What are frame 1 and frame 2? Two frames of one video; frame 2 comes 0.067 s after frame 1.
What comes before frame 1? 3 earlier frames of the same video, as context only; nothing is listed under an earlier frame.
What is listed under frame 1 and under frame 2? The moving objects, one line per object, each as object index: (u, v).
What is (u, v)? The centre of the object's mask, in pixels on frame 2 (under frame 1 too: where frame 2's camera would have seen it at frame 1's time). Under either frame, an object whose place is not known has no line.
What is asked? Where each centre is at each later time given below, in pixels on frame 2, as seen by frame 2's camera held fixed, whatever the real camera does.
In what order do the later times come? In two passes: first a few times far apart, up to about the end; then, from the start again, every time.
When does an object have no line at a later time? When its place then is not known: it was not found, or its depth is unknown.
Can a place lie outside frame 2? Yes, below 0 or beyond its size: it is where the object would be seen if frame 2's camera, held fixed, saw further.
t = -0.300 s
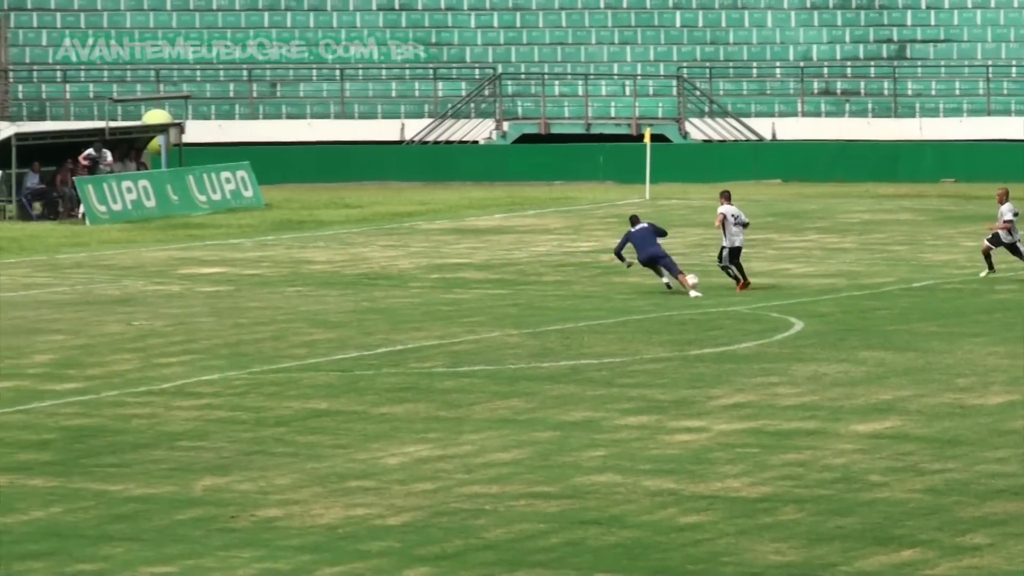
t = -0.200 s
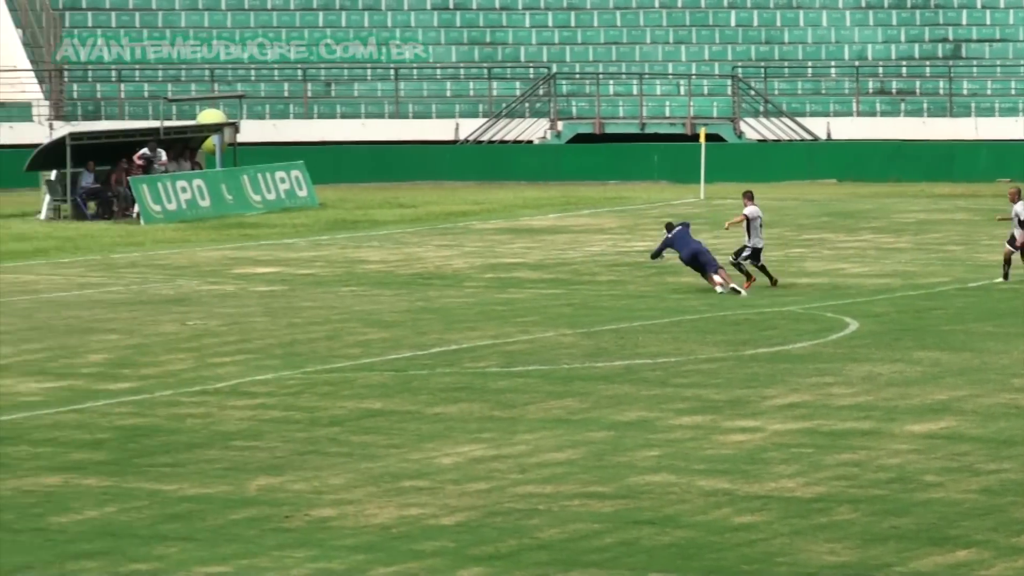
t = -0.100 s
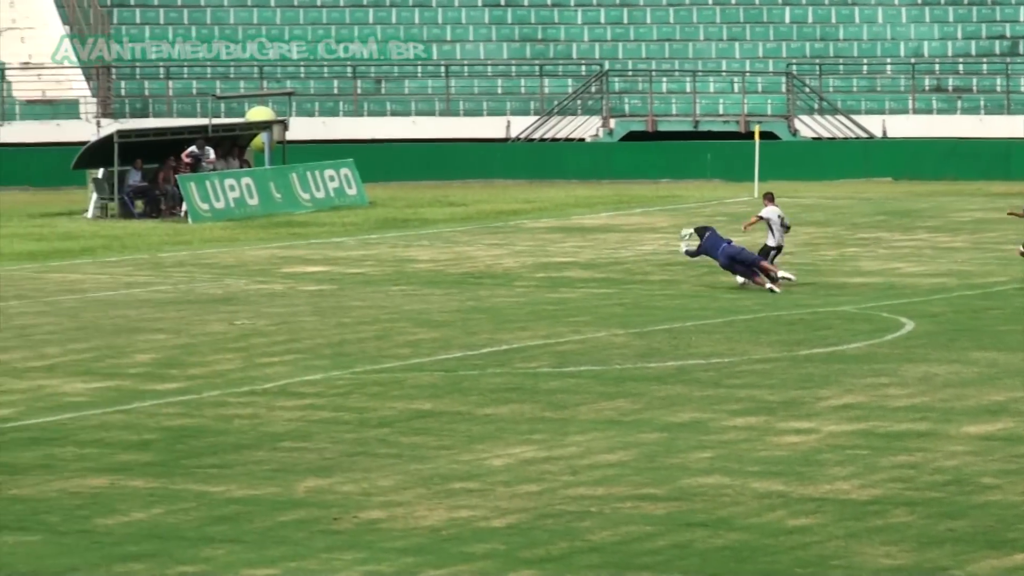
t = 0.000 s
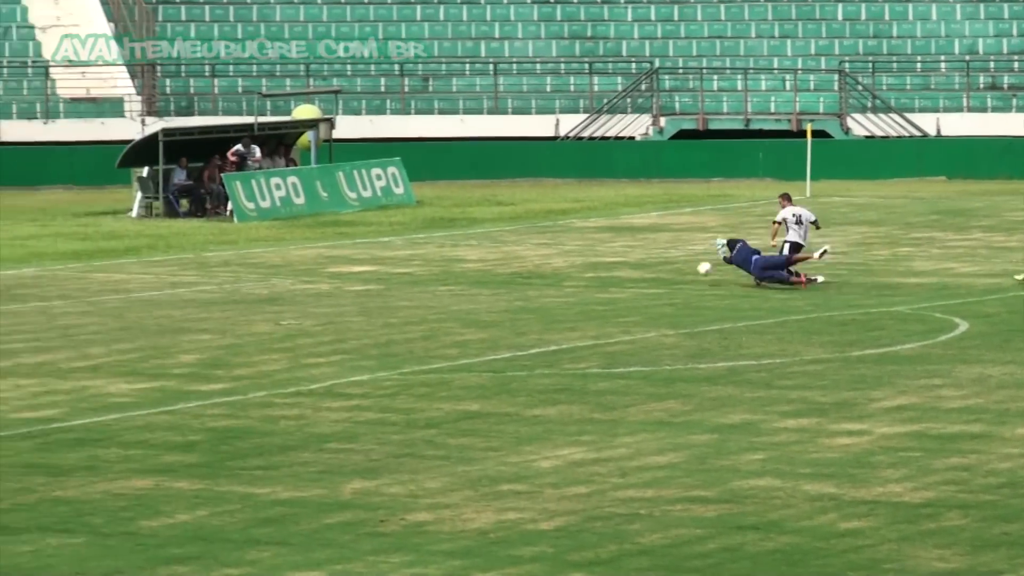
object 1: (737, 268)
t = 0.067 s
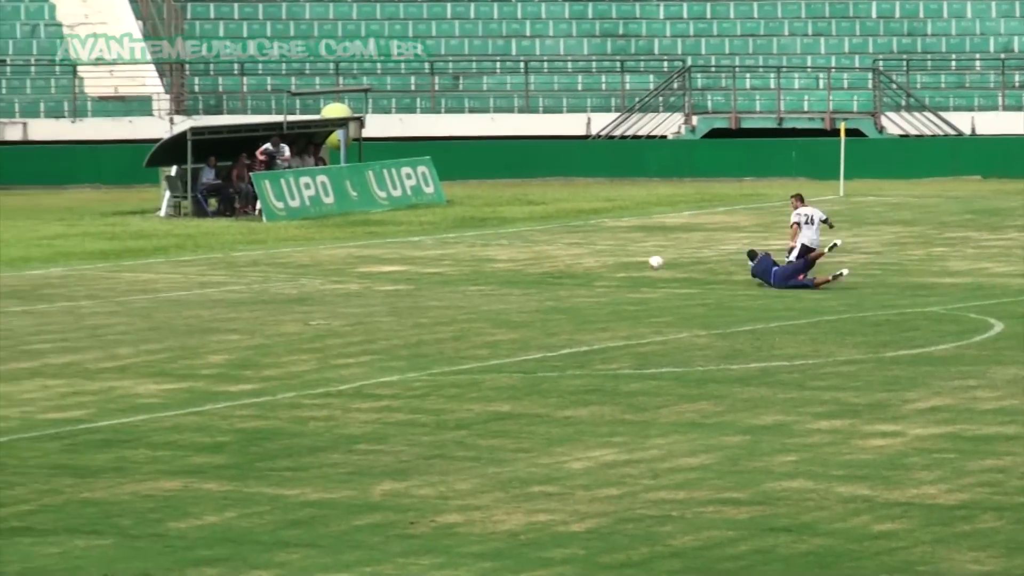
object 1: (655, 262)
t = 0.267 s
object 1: (418, 263)
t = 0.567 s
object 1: (100, 270)
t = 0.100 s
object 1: (615, 261)
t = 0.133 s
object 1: (575, 260)
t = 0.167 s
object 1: (535, 260)
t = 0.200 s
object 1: (495, 260)
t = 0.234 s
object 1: (456, 261)
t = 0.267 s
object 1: (418, 263)
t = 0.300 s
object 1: (380, 266)
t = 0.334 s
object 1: (340, 269)
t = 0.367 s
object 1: (303, 274)
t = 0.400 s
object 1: (265, 279)
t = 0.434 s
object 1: (230, 280)
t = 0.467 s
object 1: (197, 278)
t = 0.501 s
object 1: (165, 275)
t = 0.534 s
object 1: (133, 272)
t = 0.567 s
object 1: (100, 270)
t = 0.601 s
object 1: (68, 271)
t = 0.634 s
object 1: (36, 272)
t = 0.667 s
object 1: (5, 273)
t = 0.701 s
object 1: (-26, 275)
